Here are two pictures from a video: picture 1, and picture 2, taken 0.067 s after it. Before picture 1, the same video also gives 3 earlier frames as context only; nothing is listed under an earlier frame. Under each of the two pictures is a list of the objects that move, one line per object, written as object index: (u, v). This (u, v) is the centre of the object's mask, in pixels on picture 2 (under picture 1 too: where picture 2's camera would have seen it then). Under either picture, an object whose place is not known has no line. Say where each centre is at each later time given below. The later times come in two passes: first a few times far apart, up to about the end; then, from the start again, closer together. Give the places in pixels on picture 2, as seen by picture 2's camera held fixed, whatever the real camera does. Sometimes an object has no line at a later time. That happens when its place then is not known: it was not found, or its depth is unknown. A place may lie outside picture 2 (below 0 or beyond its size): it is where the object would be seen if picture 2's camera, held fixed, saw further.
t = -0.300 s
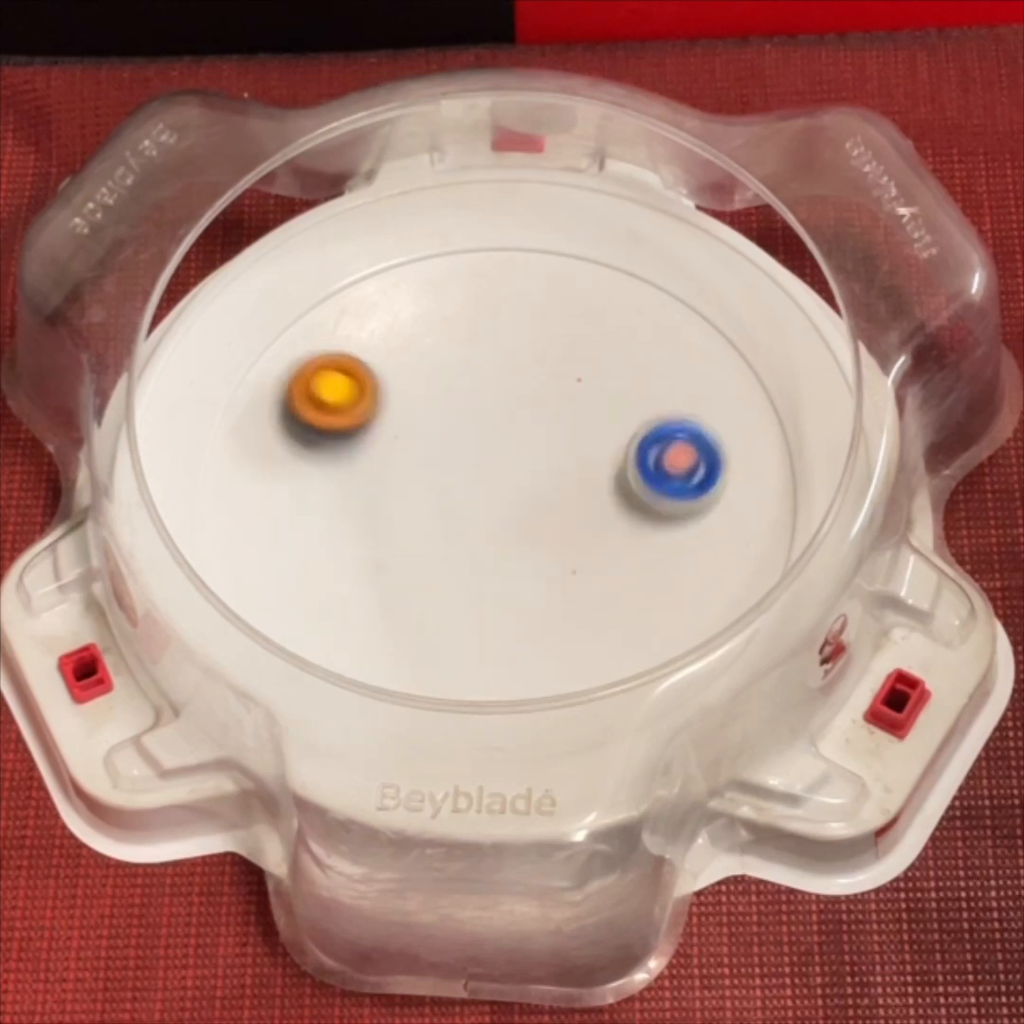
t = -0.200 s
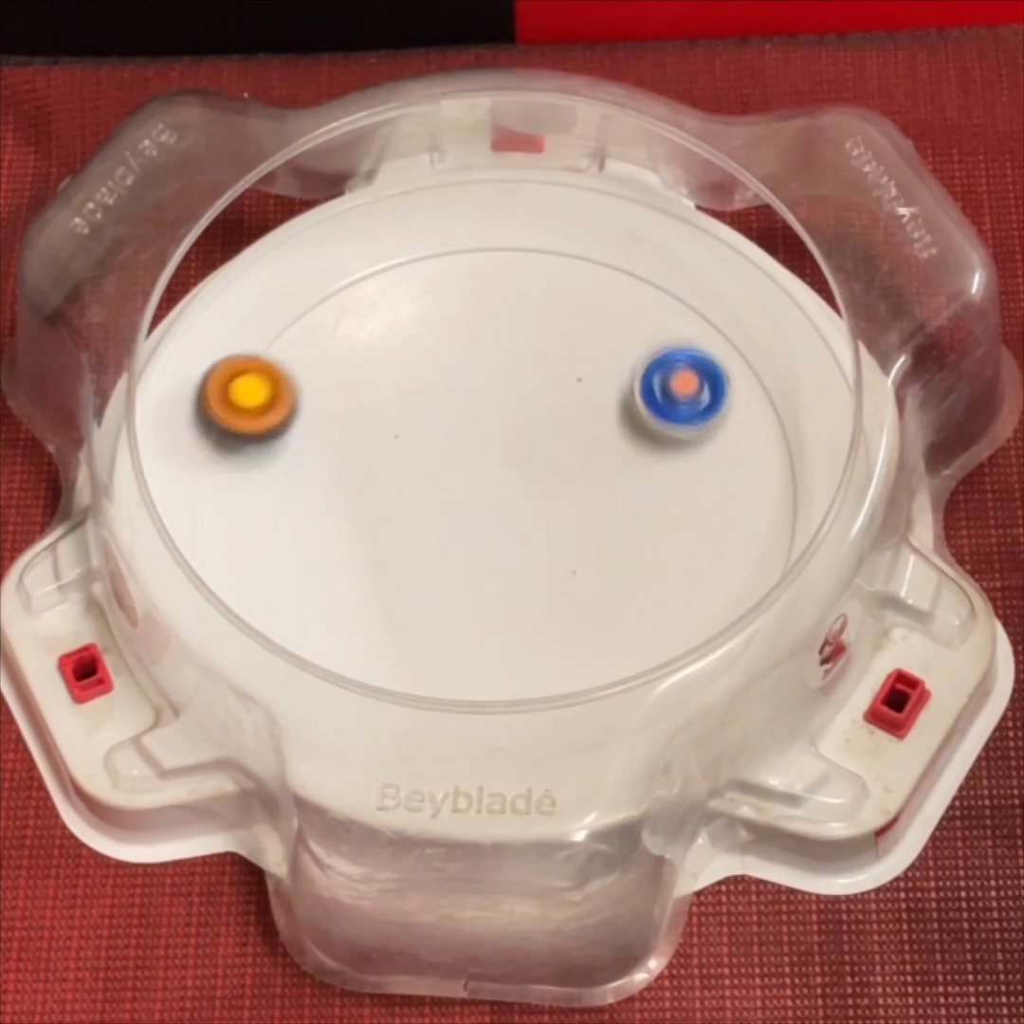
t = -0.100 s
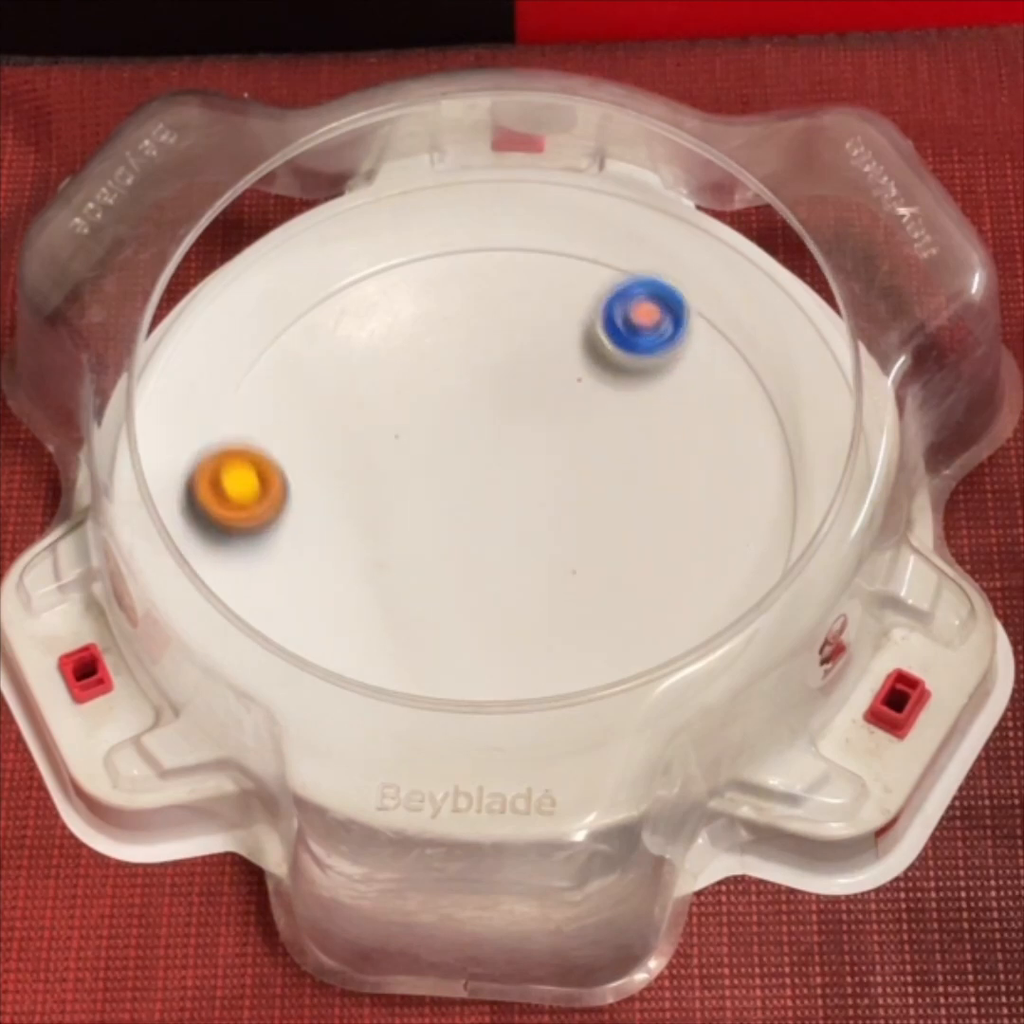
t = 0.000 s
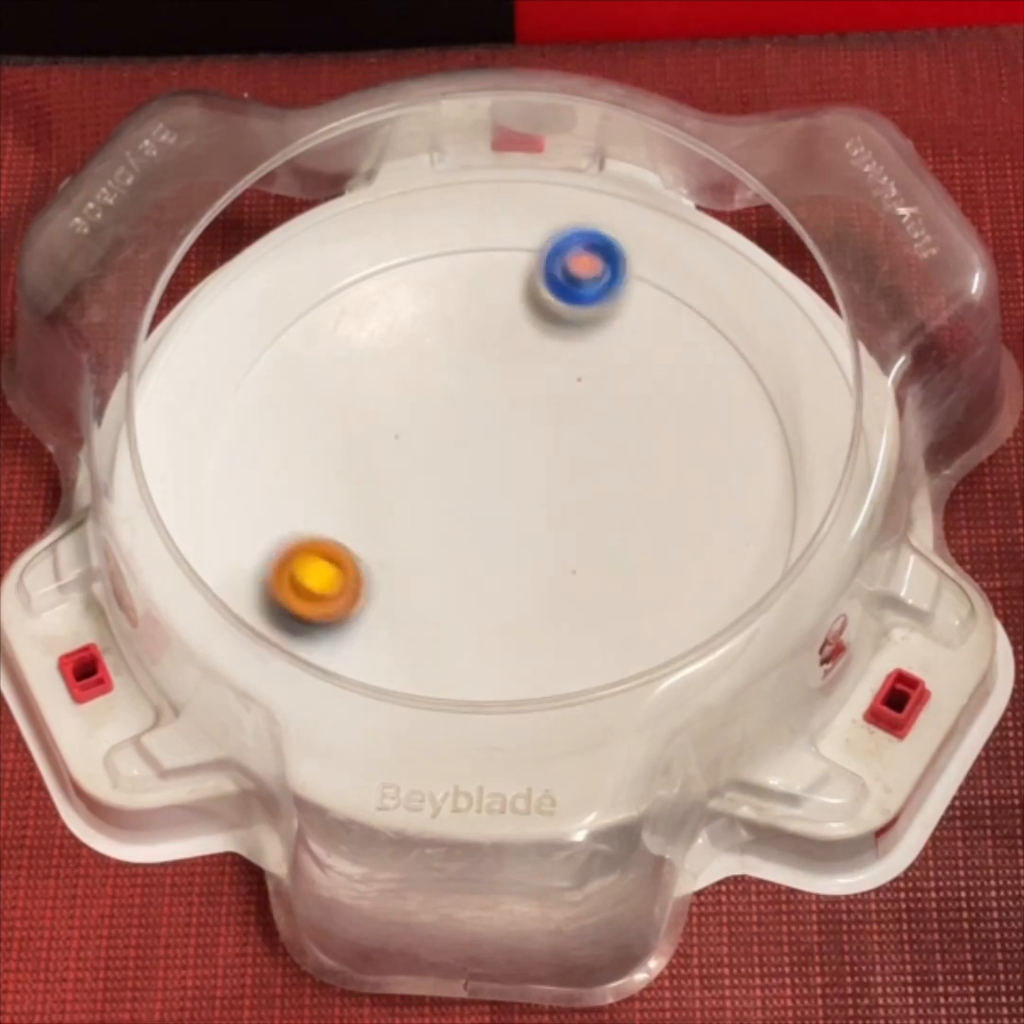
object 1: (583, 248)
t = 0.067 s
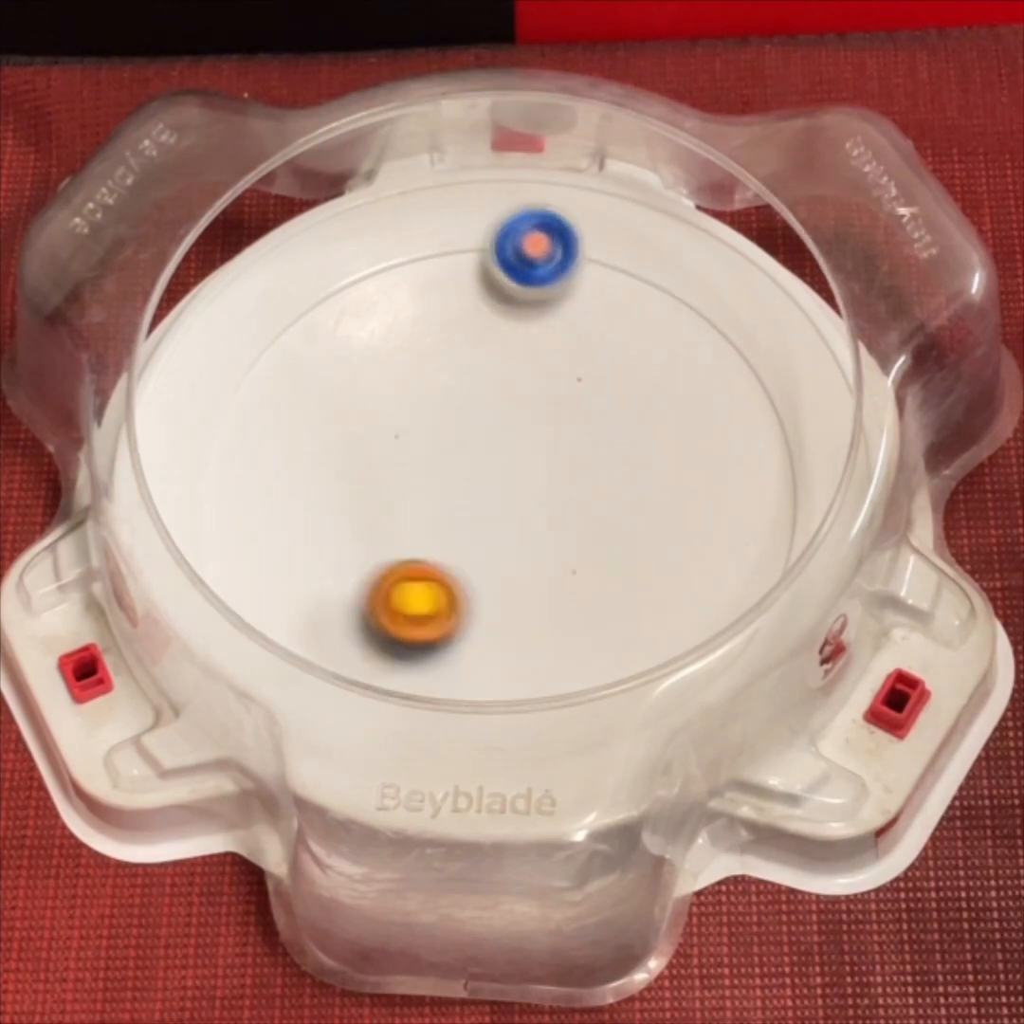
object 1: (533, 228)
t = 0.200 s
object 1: (426, 240)
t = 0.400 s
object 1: (341, 387)
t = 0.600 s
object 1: (425, 536)
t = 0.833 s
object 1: (602, 565)
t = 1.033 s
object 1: (704, 472)
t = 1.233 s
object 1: (635, 356)
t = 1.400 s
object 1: (486, 377)
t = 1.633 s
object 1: (382, 461)
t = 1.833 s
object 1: (350, 516)
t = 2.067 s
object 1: (387, 523)
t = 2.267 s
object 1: (359, 399)
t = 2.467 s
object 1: (319, 445)
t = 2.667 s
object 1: (420, 505)
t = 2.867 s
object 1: (464, 470)
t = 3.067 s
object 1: (502, 374)
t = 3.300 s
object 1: (388, 371)
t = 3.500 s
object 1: (427, 471)
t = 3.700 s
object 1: (537, 525)
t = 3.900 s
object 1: (609, 600)
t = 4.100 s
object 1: (705, 550)
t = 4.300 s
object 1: (674, 453)
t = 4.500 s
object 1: (544, 442)
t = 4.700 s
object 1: (443, 515)
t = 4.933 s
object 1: (421, 609)
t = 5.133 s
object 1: (507, 619)
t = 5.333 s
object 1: (522, 520)
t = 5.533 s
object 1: (622, 541)
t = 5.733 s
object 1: (613, 453)
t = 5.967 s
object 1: (606, 381)
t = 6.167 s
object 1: (522, 341)
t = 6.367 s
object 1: (441, 360)
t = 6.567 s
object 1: (423, 433)
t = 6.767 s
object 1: (461, 520)
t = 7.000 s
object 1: (370, 476)
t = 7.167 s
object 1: (285, 407)
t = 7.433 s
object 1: (300, 501)
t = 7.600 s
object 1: (351, 555)
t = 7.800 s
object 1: (459, 554)
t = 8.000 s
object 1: (545, 502)
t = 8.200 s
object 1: (588, 438)
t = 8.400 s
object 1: (587, 373)
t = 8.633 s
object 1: (503, 365)
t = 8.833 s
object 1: (450, 442)
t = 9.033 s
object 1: (488, 444)
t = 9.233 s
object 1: (506, 432)
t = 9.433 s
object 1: (502, 451)
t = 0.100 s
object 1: (507, 225)
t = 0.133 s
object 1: (480, 225)
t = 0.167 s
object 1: (452, 229)
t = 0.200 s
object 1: (426, 240)
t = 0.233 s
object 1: (400, 258)
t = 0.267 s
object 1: (379, 276)
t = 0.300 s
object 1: (361, 304)
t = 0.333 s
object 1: (349, 330)
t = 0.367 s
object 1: (343, 356)
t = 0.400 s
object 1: (341, 387)
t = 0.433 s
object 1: (344, 419)
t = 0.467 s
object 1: (354, 446)
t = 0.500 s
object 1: (367, 473)
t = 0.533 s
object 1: (384, 495)
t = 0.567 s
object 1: (402, 517)
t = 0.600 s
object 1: (425, 536)
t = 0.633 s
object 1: (448, 547)
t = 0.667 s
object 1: (471, 558)
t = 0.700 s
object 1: (497, 564)
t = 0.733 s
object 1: (524, 569)
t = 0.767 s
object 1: (551, 571)
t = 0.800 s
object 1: (576, 570)
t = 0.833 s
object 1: (602, 565)
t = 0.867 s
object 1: (627, 555)
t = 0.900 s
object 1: (646, 530)
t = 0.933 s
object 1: (665, 526)
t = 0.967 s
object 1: (684, 511)
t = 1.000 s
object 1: (696, 494)
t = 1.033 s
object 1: (704, 472)
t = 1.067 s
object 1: (707, 453)
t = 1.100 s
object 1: (704, 427)
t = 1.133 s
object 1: (695, 406)
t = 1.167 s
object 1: (682, 387)
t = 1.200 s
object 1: (660, 370)
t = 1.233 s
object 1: (635, 356)
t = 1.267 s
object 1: (606, 349)
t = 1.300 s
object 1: (574, 349)
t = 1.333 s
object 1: (542, 355)
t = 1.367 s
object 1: (514, 362)
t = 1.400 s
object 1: (486, 377)
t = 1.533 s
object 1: (415, 413)
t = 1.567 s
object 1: (402, 423)
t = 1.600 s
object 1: (390, 441)
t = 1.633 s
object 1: (382, 461)
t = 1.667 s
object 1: (376, 480)
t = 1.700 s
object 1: (374, 503)
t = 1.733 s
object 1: (361, 503)
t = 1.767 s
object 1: (352, 502)
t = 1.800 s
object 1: (350, 506)
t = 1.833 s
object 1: (350, 516)
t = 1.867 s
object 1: (354, 530)
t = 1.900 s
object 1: (362, 547)
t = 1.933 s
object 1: (377, 563)
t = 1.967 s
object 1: (395, 579)
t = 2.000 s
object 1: (418, 586)
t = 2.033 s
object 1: (411, 565)
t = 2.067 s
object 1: (387, 523)
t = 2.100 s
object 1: (374, 486)
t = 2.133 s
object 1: (367, 458)
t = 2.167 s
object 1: (363, 432)
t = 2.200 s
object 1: (361, 415)
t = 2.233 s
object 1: (361, 403)
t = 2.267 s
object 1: (359, 399)
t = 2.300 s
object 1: (355, 396)
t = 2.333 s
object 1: (349, 400)
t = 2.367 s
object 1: (342, 408)
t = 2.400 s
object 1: (333, 416)
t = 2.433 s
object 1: (325, 428)
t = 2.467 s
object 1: (319, 445)
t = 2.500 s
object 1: (324, 462)
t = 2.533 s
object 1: (333, 476)
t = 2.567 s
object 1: (352, 493)
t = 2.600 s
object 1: (371, 501)
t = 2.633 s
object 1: (397, 506)
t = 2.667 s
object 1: (420, 505)
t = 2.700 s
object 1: (442, 502)
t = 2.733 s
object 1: (441, 502)
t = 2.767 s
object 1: (438, 500)
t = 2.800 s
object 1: (442, 494)
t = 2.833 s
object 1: (452, 483)
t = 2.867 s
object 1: (464, 470)
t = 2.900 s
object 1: (478, 454)
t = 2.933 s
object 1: (488, 438)
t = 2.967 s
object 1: (496, 421)
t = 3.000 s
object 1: (501, 405)
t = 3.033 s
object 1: (504, 389)
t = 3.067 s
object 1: (502, 374)
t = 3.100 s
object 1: (483, 362)
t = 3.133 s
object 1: (464, 354)
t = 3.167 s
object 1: (447, 348)
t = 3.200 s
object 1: (430, 345)
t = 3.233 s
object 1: (413, 350)
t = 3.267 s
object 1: (398, 358)
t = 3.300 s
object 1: (388, 371)
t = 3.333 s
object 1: (381, 387)
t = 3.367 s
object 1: (380, 405)
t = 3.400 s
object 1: (386, 424)
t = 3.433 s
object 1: (394, 441)
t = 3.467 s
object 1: (407, 455)
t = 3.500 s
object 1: (427, 471)
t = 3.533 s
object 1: (446, 480)
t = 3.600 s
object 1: (487, 488)
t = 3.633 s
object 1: (509, 489)
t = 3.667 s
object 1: (528, 490)
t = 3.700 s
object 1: (537, 525)
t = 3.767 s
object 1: (553, 576)
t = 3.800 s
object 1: (562, 590)
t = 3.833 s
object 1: (573, 598)
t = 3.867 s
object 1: (590, 600)
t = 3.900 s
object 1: (609, 600)
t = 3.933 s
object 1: (627, 597)
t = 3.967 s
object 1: (645, 593)
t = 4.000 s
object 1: (662, 586)
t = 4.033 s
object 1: (679, 576)
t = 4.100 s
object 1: (705, 550)
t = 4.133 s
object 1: (715, 534)
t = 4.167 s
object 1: (716, 517)
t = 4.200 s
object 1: (714, 499)
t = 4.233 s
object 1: (706, 481)
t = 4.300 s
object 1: (674, 453)
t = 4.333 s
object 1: (653, 440)
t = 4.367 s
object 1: (630, 432)
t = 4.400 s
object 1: (605, 430)
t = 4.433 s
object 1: (580, 426)
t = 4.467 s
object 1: (559, 427)
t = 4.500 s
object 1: (544, 442)
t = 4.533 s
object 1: (524, 455)
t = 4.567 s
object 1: (504, 466)
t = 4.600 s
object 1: (484, 479)
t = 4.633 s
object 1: (467, 492)
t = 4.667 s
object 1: (455, 503)
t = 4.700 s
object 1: (443, 515)
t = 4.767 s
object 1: (423, 544)
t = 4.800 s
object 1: (415, 556)
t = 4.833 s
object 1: (412, 570)
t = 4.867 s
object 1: (411, 584)
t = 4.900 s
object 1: (414, 597)
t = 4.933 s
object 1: (421, 609)
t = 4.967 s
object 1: (430, 620)
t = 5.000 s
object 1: (442, 628)
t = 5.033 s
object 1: (457, 635)
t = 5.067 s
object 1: (474, 636)
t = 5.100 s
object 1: (490, 631)
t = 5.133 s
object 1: (507, 619)
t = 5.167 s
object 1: (519, 607)
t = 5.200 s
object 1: (528, 592)
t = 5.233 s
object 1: (532, 574)
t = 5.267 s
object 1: (532, 557)
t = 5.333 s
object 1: (522, 520)
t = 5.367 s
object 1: (514, 504)
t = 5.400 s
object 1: (528, 509)
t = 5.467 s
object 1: (593, 536)
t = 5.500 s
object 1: (612, 541)
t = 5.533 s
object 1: (622, 541)
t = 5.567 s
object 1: (627, 534)
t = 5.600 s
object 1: (629, 519)
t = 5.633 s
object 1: (629, 503)
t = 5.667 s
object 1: (626, 486)
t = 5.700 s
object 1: (618, 472)
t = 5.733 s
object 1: (613, 453)
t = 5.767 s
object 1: (603, 437)
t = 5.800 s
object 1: (591, 424)
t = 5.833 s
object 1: (602, 412)
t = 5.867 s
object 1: (615, 404)
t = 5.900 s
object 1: (618, 398)
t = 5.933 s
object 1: (614, 390)
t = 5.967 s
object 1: (606, 381)
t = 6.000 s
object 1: (598, 370)
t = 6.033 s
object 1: (584, 360)
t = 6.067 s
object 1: (572, 351)
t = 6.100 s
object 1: (556, 345)
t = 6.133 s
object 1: (539, 342)
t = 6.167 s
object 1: (522, 341)
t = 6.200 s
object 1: (505, 340)
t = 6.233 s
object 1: (489, 346)
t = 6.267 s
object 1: (472, 351)
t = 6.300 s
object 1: (457, 361)
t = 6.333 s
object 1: (447, 360)
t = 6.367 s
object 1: (441, 360)
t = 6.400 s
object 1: (437, 364)
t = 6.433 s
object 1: (432, 377)
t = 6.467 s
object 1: (428, 387)
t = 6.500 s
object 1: (424, 401)
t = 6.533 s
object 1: (422, 417)
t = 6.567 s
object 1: (423, 433)
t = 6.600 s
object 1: (426, 449)
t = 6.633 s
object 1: (432, 464)
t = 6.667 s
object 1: (435, 479)
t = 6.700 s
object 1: (444, 492)
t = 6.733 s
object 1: (451, 504)
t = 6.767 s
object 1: (461, 520)
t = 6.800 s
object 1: (472, 526)
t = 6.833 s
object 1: (483, 535)
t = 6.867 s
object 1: (496, 543)
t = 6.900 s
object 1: (507, 552)
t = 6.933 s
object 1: (466, 530)
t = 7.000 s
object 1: (370, 476)
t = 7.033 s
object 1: (339, 452)
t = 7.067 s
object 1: (311, 429)
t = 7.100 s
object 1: (295, 415)
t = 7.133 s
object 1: (286, 406)
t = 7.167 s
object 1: (285, 407)
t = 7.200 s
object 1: (286, 412)
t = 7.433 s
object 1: (300, 501)
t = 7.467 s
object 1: (304, 514)
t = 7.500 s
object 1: (312, 525)
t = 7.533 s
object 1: (322, 537)
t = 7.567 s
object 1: (336, 550)
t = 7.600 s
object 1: (351, 555)
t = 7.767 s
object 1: (441, 560)
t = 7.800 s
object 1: (459, 554)
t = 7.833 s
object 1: (475, 548)
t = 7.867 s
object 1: (491, 539)
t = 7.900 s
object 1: (505, 531)
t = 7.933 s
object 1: (518, 522)
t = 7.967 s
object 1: (532, 513)
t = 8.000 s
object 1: (545, 502)
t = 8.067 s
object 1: (561, 482)
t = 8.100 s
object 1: (570, 471)
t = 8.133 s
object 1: (576, 461)
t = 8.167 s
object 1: (585, 449)
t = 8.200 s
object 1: (588, 438)
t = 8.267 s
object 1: (593, 415)
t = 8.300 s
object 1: (594, 404)
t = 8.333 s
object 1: (593, 393)
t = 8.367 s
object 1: (591, 383)
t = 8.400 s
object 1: (587, 373)
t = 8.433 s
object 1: (578, 363)
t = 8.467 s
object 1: (569, 355)
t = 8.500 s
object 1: (558, 352)
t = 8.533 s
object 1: (545, 350)
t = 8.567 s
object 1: (530, 353)
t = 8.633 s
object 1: (503, 365)
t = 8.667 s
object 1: (489, 375)
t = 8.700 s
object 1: (479, 386)
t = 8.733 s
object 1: (469, 397)
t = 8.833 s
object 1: (450, 442)
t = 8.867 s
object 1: (447, 453)
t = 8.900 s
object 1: (445, 467)
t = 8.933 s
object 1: (445, 479)
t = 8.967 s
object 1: (459, 468)
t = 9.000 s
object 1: (474, 454)
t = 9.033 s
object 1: (488, 444)
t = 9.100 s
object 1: (501, 438)
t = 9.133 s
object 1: (504, 435)
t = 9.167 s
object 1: (506, 433)
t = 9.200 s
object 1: (506, 432)
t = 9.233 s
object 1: (506, 432)
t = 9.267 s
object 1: (506, 434)
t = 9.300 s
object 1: (505, 435)
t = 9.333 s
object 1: (503, 438)
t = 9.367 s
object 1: (501, 441)
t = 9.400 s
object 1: (501, 446)
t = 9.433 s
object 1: (502, 451)
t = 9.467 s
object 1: (502, 456)
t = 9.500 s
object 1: (504, 460)
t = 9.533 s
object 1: (509, 451)
